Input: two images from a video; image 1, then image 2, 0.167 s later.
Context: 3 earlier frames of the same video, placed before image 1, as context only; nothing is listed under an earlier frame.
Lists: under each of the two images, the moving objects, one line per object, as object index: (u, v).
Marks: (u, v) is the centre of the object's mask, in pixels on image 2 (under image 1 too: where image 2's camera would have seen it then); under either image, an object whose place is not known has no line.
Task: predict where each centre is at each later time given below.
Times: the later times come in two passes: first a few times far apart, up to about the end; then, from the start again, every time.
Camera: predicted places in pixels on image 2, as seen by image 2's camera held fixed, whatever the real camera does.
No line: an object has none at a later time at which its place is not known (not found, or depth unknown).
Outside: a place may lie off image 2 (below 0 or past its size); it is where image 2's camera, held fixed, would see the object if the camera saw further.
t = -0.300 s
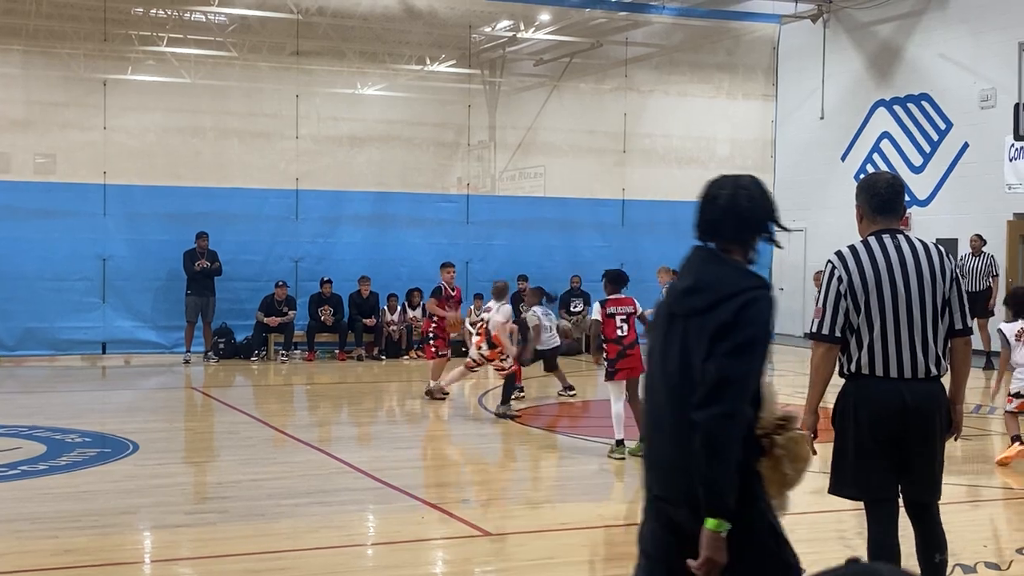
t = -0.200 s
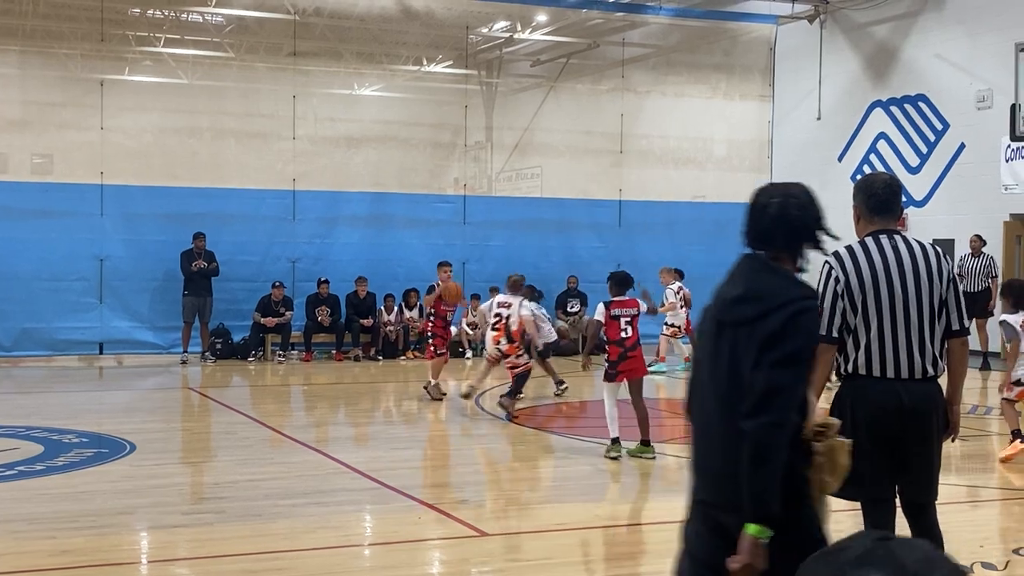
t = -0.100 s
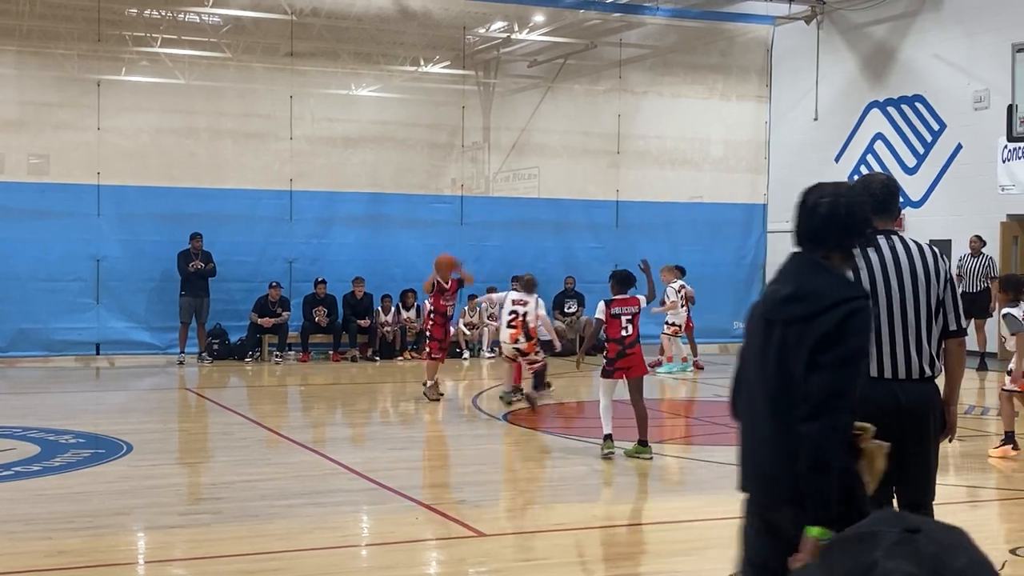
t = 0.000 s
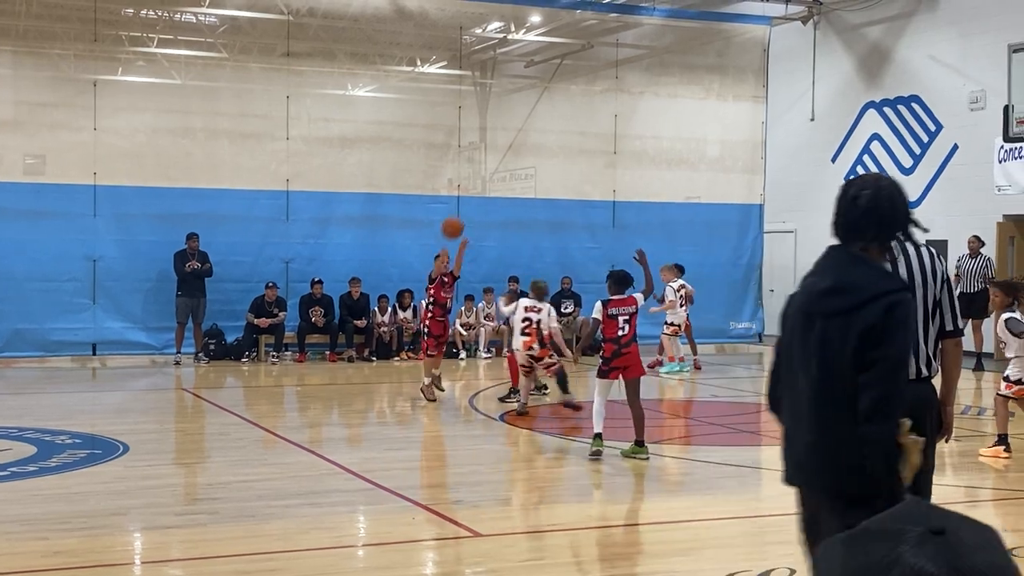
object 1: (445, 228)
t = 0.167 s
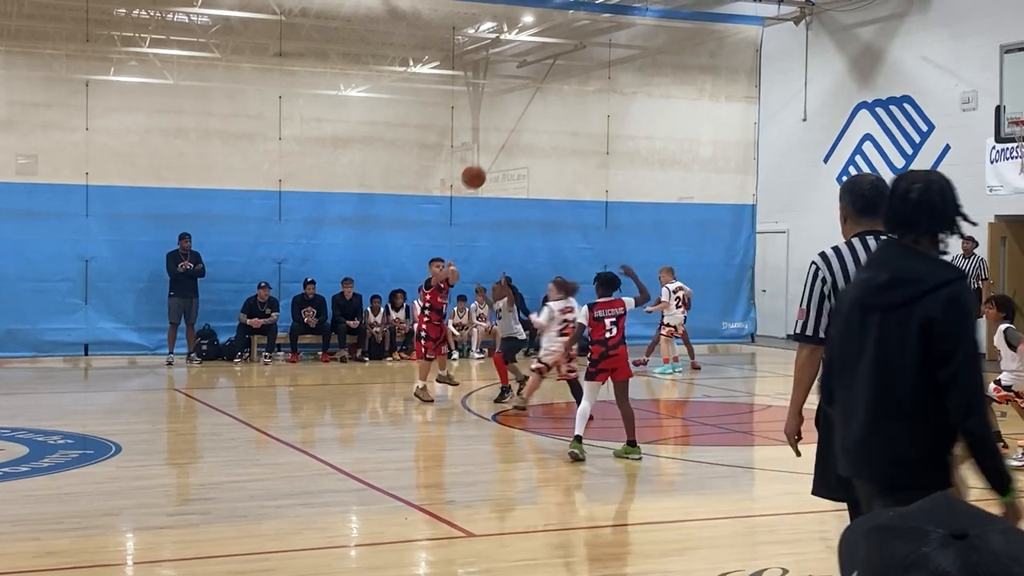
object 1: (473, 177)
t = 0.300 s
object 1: (498, 151)
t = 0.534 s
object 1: (546, 150)
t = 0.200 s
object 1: (479, 169)
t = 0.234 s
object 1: (486, 162)
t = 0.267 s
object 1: (492, 156)
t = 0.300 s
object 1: (498, 151)
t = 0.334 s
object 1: (505, 148)
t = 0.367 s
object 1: (511, 146)
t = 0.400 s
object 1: (518, 144)
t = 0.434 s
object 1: (525, 144)
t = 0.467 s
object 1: (532, 145)
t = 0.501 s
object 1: (539, 147)
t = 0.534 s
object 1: (546, 150)
